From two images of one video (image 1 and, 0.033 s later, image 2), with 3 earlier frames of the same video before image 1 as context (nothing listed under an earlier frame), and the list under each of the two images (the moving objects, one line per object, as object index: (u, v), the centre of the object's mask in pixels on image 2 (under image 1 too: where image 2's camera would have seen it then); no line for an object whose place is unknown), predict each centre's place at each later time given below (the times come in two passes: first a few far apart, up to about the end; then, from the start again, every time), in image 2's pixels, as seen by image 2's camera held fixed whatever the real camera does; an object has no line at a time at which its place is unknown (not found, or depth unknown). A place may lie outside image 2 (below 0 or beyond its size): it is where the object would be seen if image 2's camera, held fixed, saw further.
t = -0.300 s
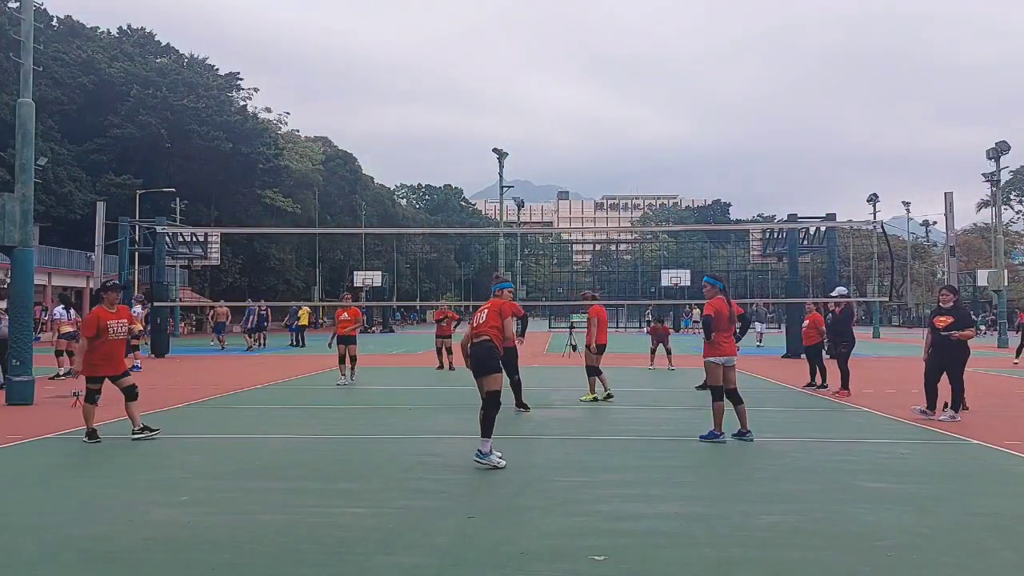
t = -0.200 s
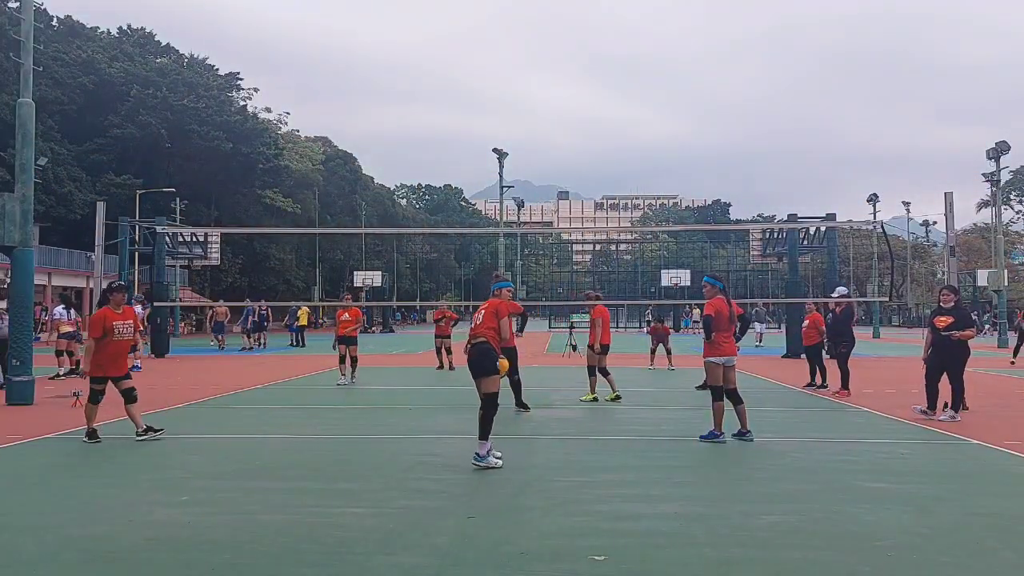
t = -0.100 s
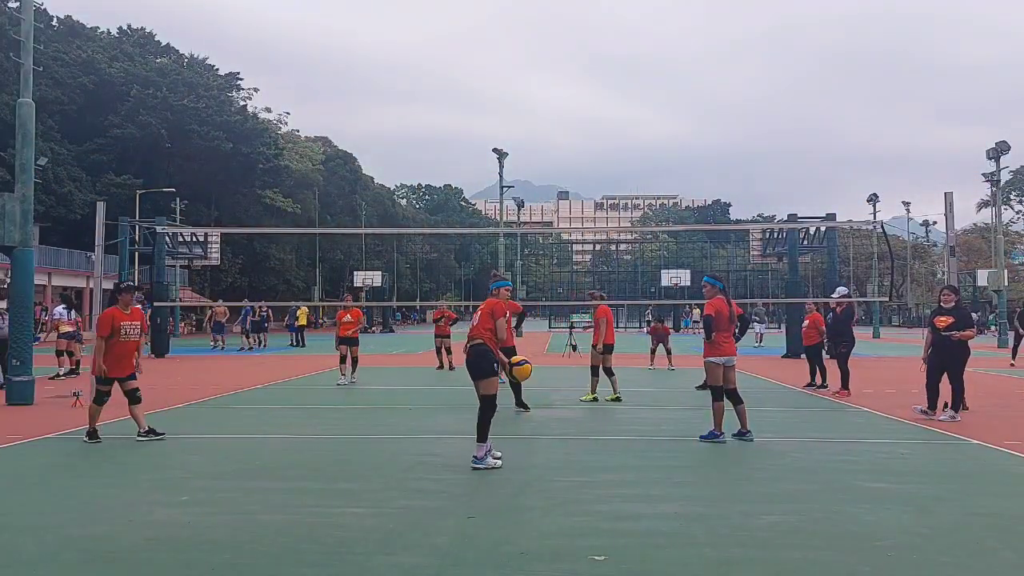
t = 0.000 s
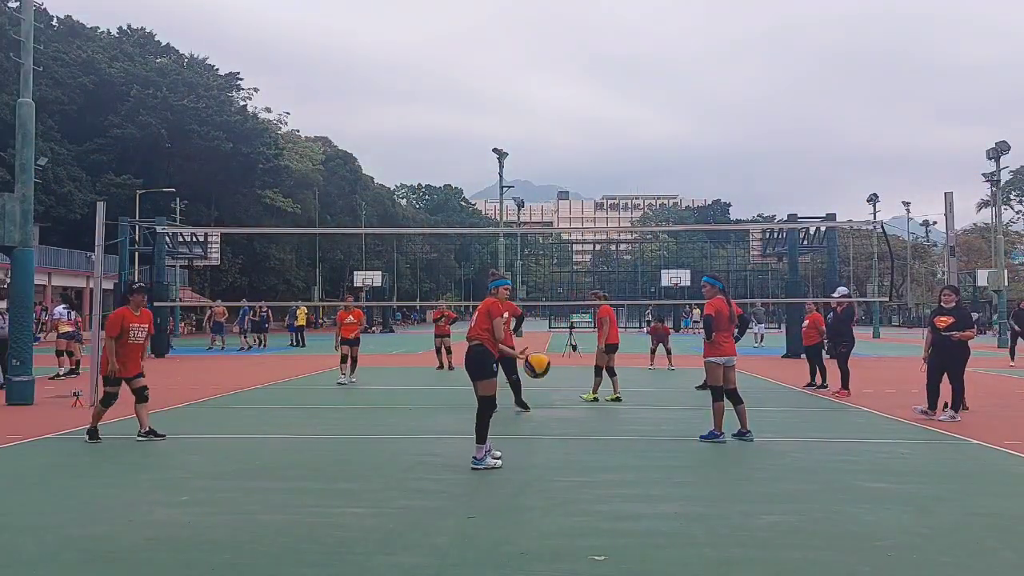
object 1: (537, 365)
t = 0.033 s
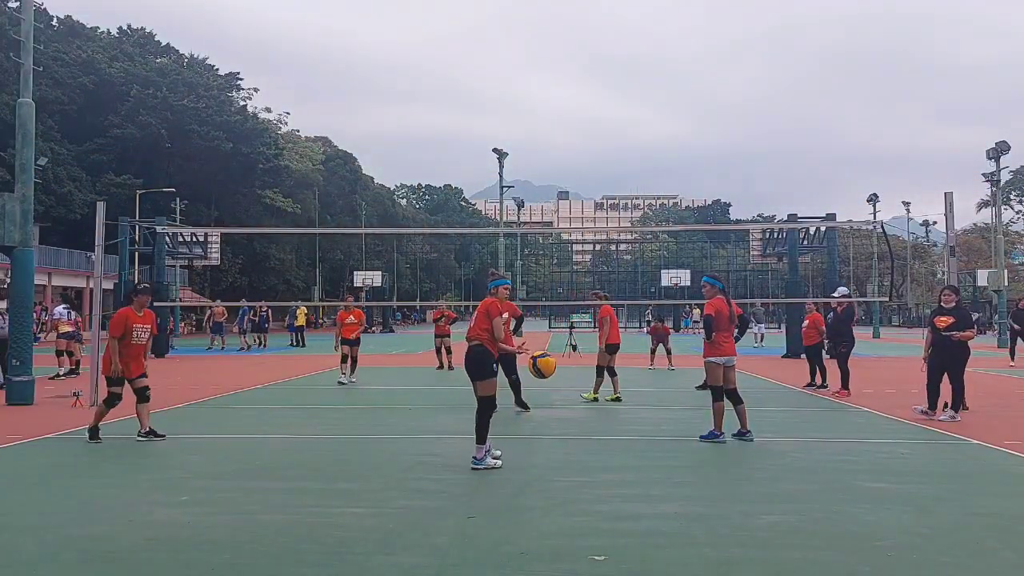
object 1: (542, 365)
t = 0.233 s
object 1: (579, 399)
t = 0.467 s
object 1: (634, 481)
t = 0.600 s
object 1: (658, 437)
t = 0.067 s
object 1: (548, 366)
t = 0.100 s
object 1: (553, 369)
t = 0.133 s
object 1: (559, 374)
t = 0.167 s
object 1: (566, 380)
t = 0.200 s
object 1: (573, 388)
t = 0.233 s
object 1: (579, 399)
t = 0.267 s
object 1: (587, 411)
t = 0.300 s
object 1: (595, 426)
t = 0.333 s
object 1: (603, 443)
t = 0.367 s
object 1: (612, 464)
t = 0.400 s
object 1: (621, 486)
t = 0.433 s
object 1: (628, 496)
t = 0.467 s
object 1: (634, 481)
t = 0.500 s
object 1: (639, 468)
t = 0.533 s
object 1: (645, 456)
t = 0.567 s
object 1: (652, 446)
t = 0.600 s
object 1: (658, 437)
